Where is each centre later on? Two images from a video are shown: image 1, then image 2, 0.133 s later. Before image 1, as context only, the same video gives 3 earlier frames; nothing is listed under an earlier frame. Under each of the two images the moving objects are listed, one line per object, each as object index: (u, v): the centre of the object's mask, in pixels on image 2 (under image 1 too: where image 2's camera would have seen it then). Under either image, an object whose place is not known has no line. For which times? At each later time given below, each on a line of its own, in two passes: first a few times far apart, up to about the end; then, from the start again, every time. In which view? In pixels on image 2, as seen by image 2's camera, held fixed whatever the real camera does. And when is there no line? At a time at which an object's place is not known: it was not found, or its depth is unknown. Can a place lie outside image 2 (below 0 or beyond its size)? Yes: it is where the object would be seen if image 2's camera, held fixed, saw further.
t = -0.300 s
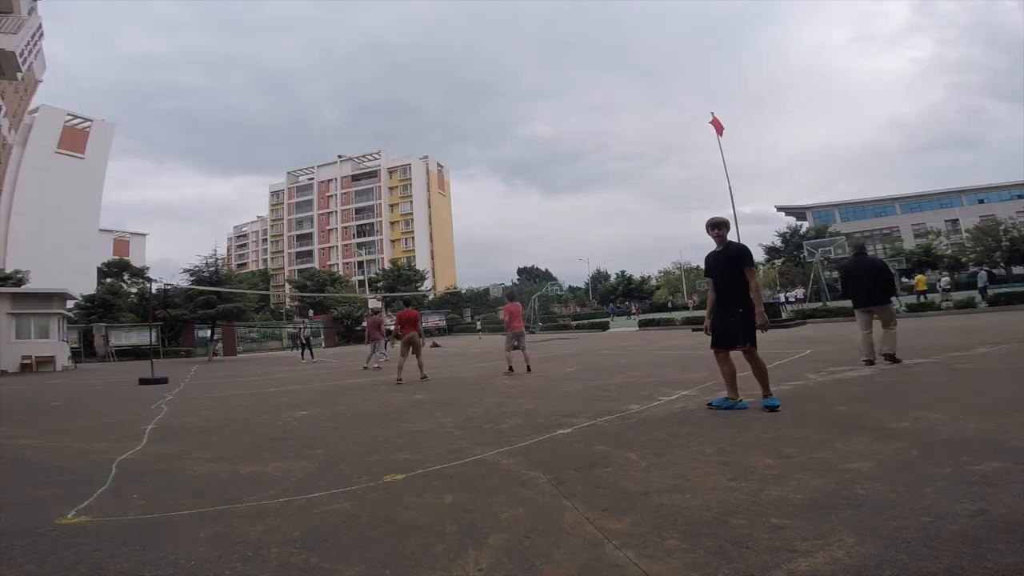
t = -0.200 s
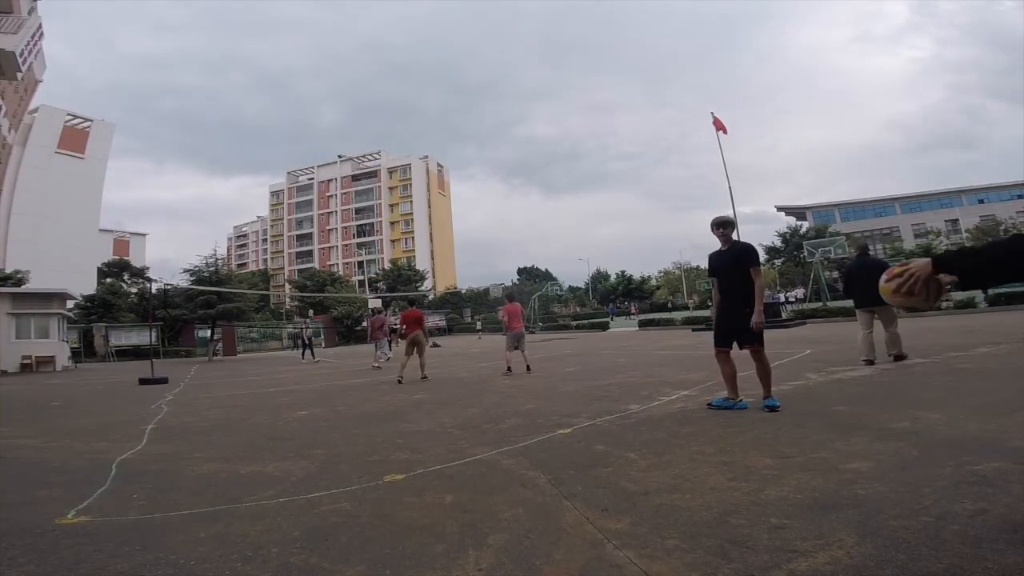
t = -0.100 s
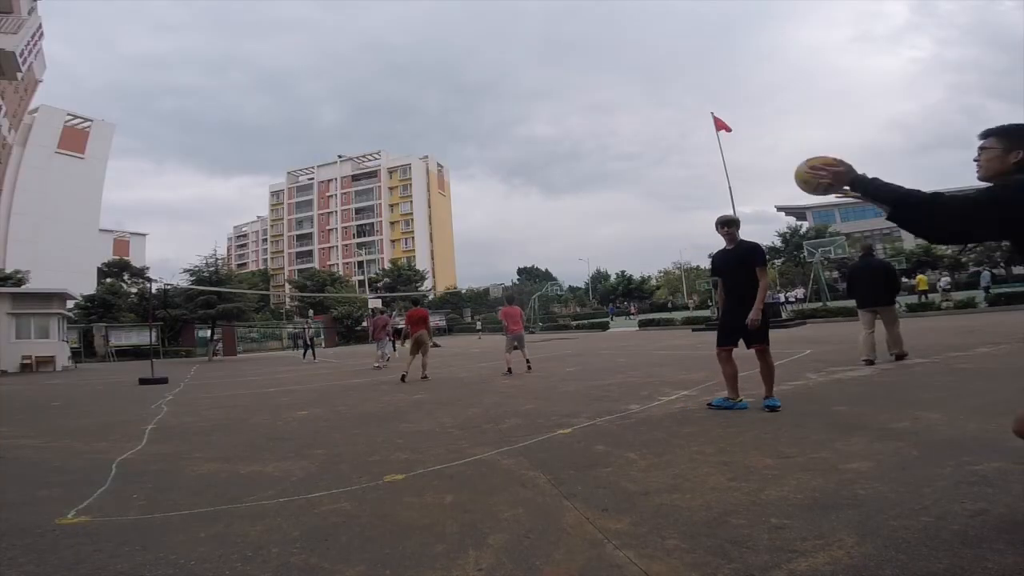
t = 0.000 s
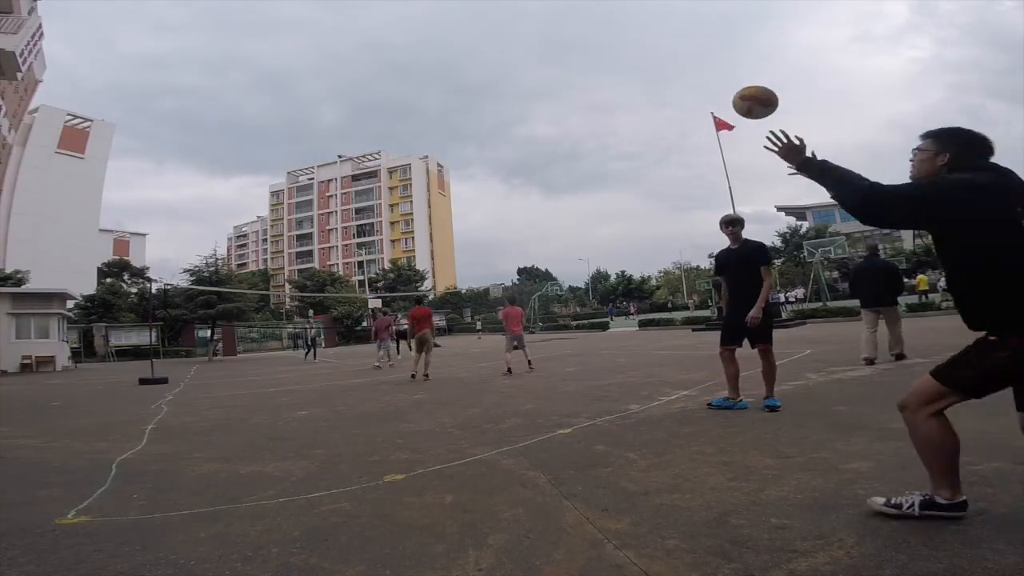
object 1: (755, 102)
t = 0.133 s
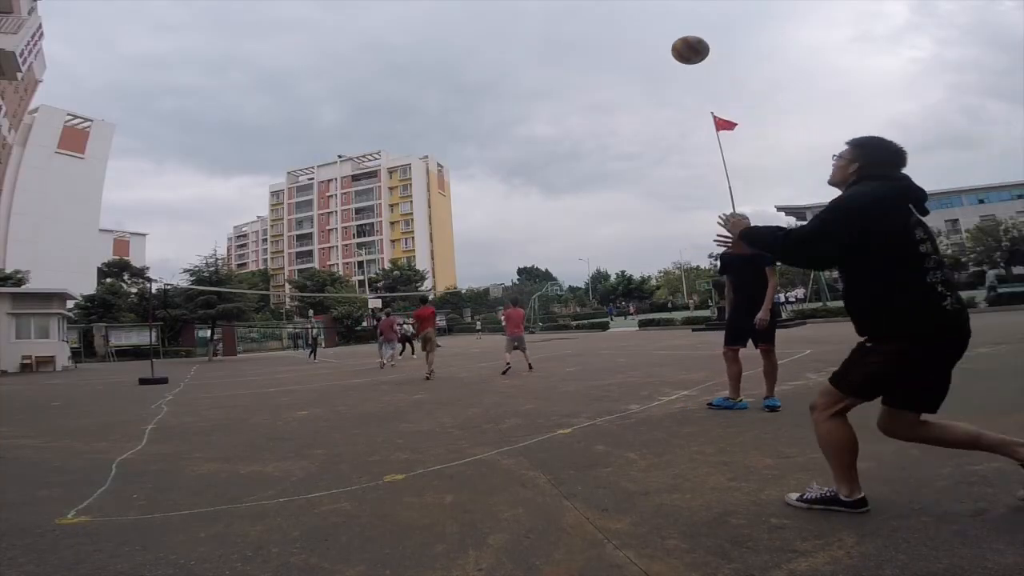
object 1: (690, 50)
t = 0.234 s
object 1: (655, 32)
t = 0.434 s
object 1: (607, 28)
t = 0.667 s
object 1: (572, 67)
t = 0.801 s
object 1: (557, 111)
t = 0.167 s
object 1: (677, 42)
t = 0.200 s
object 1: (665, 36)
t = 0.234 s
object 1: (655, 32)
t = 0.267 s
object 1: (645, 28)
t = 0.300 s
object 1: (636, 26)
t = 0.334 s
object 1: (628, 25)
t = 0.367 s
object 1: (620, 26)
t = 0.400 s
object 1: (613, 26)
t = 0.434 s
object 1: (607, 28)
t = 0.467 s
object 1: (601, 31)
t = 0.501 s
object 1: (595, 35)
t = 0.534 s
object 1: (590, 40)
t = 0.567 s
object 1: (585, 45)
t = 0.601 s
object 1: (581, 52)
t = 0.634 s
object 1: (576, 59)
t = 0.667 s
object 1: (572, 67)
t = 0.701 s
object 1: (568, 77)
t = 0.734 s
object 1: (564, 87)
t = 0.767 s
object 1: (561, 99)
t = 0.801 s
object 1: (557, 111)
